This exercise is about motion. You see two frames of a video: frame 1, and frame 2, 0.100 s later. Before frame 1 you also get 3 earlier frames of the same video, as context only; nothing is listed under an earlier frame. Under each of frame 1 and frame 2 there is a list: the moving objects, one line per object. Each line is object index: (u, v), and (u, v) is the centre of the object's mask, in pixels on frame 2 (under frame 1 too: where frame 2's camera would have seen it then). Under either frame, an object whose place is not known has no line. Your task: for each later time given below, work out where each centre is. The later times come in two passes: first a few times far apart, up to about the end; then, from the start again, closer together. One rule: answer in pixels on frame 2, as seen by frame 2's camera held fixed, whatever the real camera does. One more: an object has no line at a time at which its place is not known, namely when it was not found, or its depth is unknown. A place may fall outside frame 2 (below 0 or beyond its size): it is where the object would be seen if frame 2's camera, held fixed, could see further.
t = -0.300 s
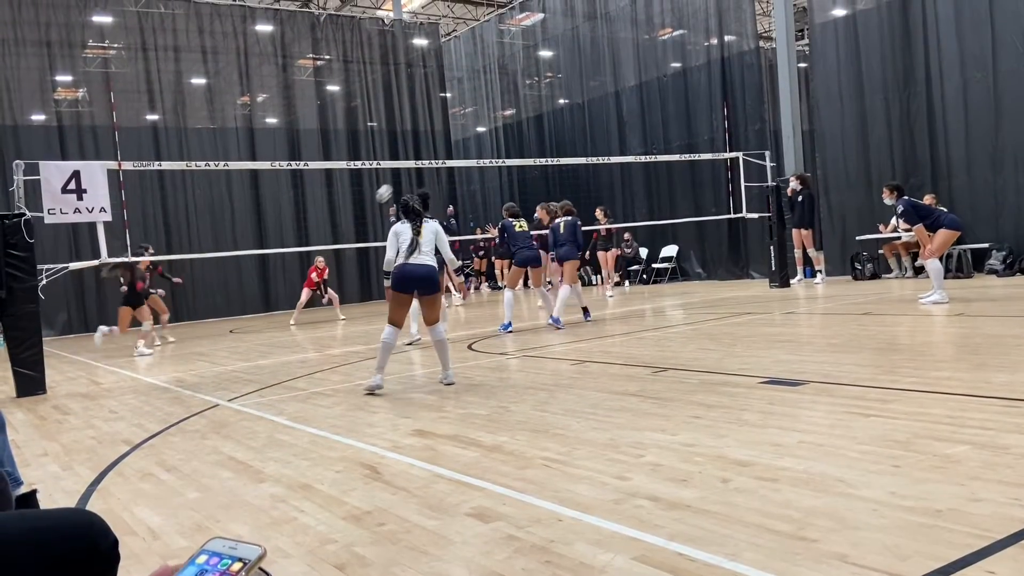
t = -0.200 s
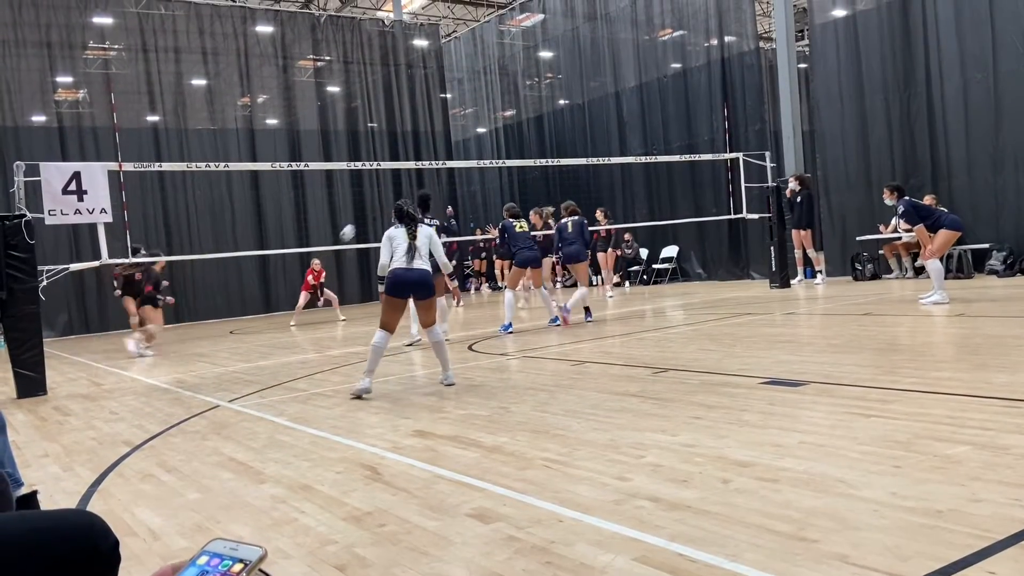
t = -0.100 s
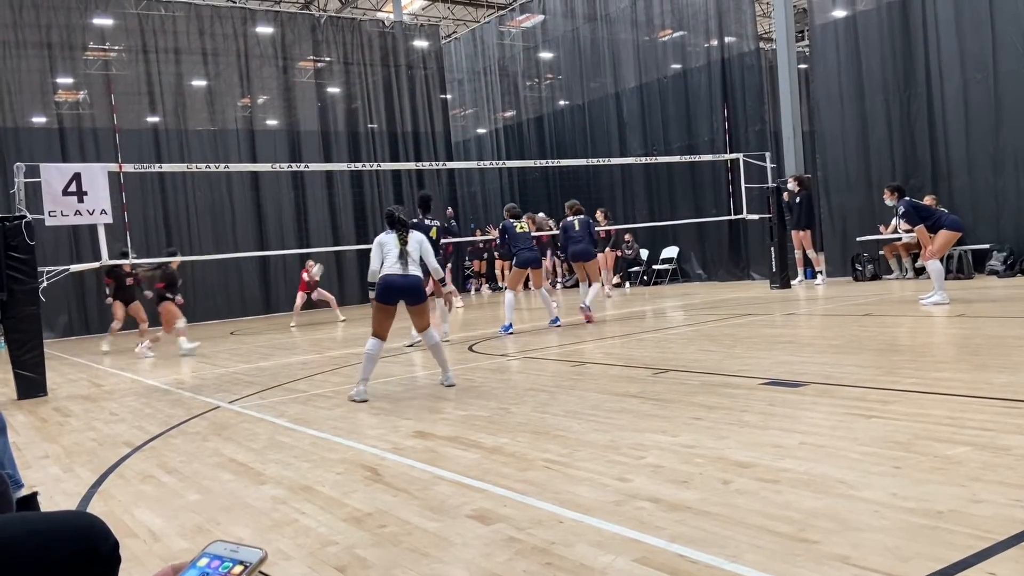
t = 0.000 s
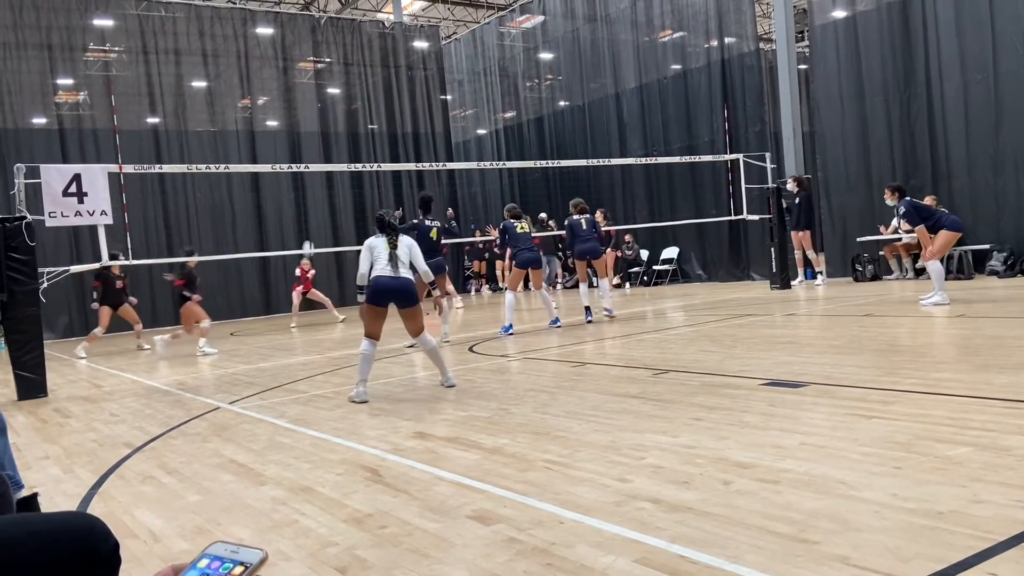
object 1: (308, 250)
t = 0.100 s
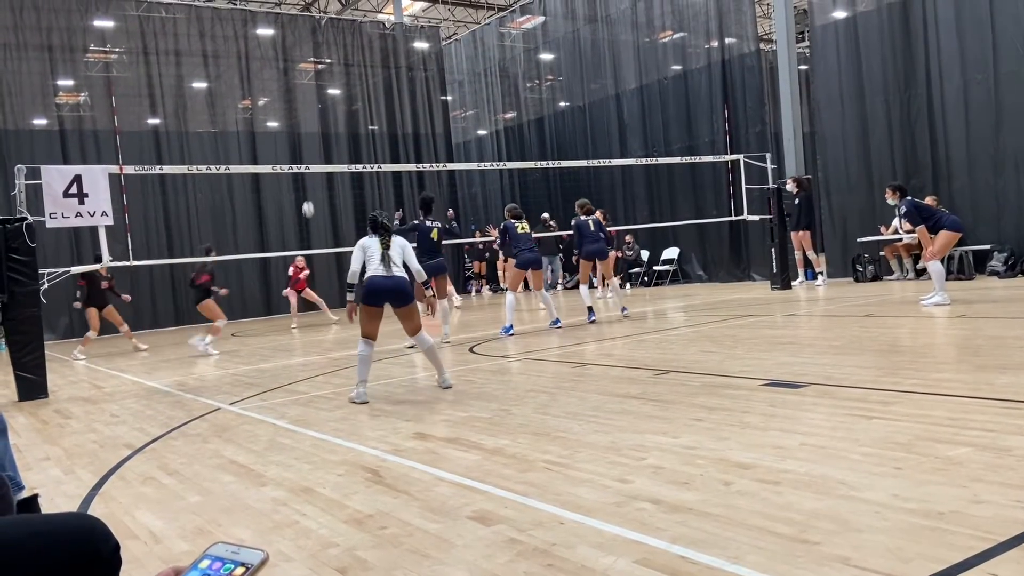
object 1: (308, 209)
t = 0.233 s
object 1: (307, 160)
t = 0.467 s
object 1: (307, 100)
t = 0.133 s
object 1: (308, 197)
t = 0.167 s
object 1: (307, 185)
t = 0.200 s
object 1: (307, 175)
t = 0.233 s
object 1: (307, 160)
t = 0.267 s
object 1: (307, 151)
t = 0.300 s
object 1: (307, 141)
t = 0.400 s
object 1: (307, 114)
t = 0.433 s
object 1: (308, 107)
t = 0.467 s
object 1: (307, 100)
